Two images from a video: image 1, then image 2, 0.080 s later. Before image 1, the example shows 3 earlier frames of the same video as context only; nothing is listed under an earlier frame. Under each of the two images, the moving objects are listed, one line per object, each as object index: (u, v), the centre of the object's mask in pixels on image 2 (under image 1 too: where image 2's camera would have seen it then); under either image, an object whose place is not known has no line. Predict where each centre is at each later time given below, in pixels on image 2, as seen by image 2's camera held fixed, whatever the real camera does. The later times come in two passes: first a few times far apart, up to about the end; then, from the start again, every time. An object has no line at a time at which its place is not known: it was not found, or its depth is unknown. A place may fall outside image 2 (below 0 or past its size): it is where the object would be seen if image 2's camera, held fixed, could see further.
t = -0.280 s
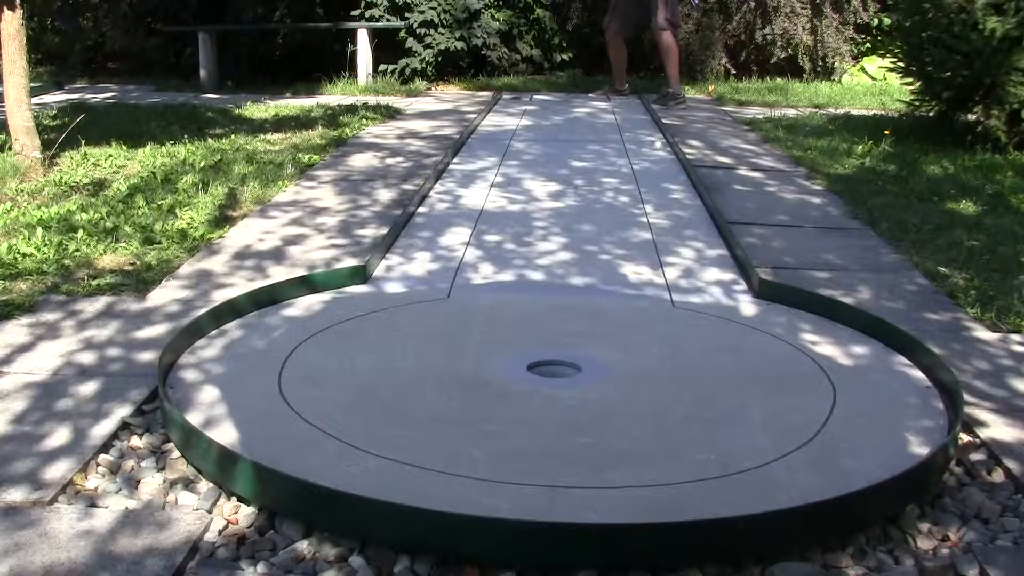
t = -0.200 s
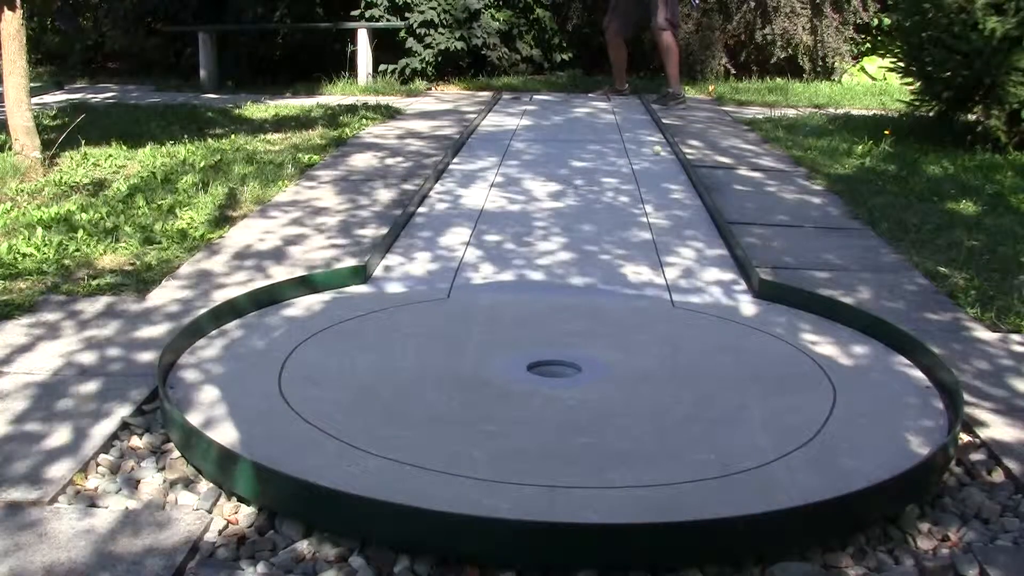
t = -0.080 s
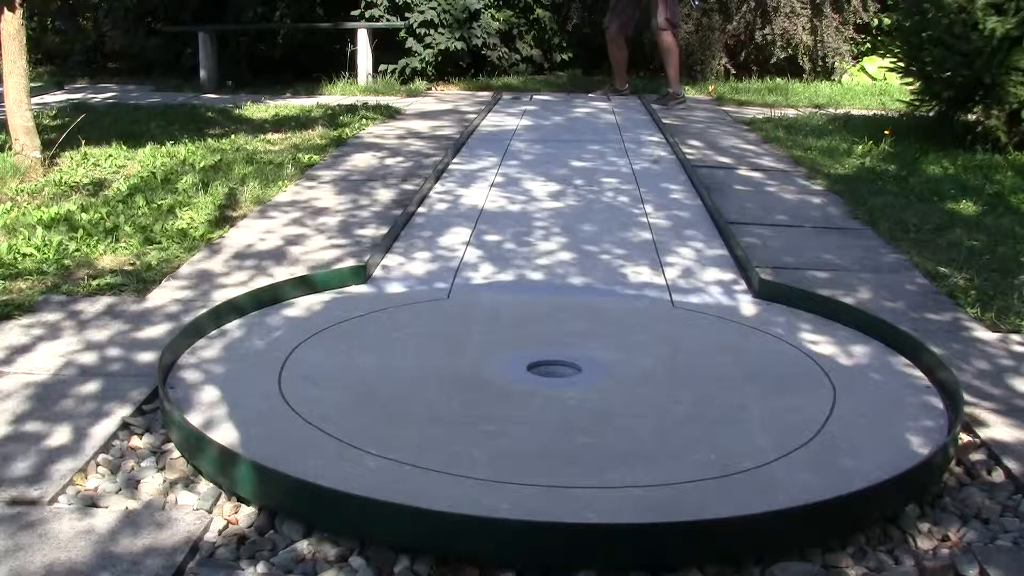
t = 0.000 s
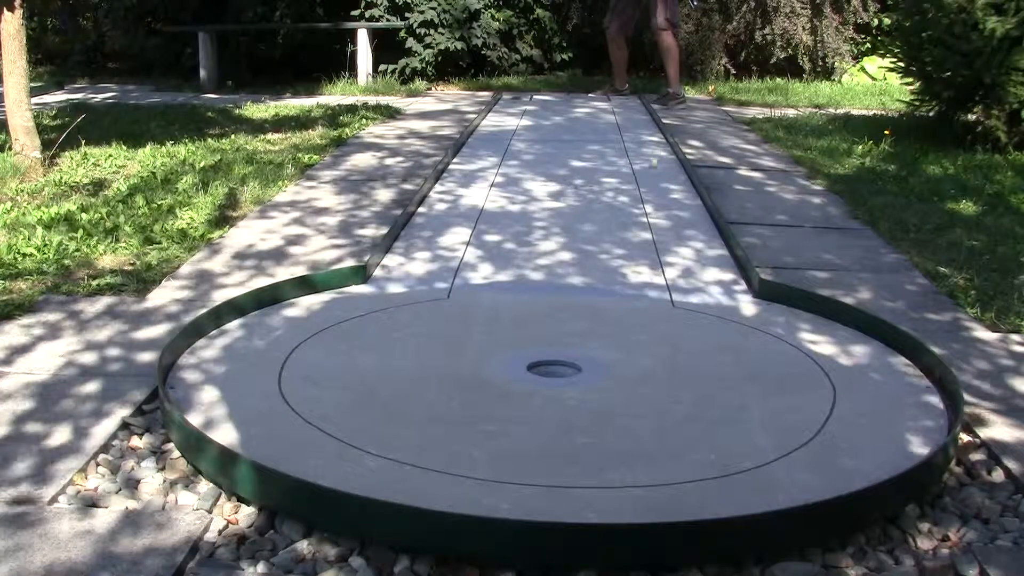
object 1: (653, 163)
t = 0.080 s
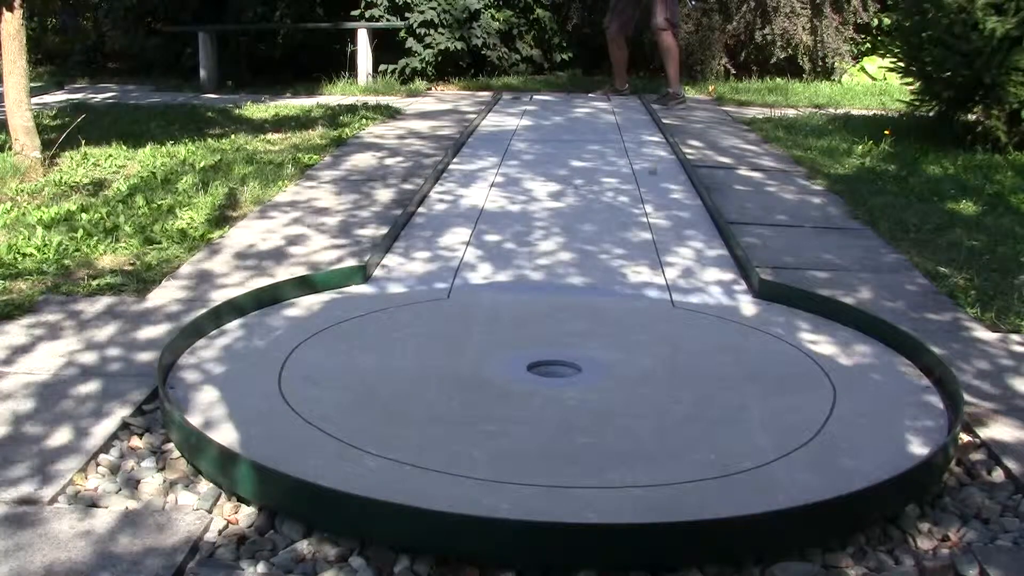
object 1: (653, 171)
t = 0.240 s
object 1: (651, 183)
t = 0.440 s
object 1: (646, 201)
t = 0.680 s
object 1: (641, 228)
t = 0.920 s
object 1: (632, 262)
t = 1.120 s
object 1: (625, 297)
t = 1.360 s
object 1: (616, 349)
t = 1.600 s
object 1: (608, 419)
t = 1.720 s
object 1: (603, 463)
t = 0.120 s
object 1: (652, 175)
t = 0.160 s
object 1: (652, 176)
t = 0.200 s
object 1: (652, 178)
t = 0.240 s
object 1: (651, 183)
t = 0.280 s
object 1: (648, 186)
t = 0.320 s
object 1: (648, 188)
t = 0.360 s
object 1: (647, 192)
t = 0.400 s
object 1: (645, 195)
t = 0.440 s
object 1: (646, 201)
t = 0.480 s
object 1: (645, 205)
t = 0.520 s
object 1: (645, 209)
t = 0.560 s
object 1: (644, 213)
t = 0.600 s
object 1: (643, 219)
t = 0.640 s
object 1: (641, 224)
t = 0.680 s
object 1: (641, 228)
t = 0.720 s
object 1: (639, 234)
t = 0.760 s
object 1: (638, 239)
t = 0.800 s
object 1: (637, 245)
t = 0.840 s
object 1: (636, 251)
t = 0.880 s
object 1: (634, 257)
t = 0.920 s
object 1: (632, 262)
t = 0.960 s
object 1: (631, 268)
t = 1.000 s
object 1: (629, 278)
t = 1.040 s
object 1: (628, 282)
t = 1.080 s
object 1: (627, 290)
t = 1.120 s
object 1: (625, 297)
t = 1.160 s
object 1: (623, 303)
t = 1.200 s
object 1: (622, 312)
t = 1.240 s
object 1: (622, 321)
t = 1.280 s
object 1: (620, 330)
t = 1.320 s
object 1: (618, 339)
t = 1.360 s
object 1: (616, 349)
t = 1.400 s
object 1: (615, 359)
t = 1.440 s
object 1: (614, 370)
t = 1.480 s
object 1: (611, 382)
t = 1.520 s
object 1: (610, 393)
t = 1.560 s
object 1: (609, 406)
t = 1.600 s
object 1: (608, 419)
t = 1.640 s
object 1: (606, 434)
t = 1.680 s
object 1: (606, 448)
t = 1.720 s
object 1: (603, 463)
